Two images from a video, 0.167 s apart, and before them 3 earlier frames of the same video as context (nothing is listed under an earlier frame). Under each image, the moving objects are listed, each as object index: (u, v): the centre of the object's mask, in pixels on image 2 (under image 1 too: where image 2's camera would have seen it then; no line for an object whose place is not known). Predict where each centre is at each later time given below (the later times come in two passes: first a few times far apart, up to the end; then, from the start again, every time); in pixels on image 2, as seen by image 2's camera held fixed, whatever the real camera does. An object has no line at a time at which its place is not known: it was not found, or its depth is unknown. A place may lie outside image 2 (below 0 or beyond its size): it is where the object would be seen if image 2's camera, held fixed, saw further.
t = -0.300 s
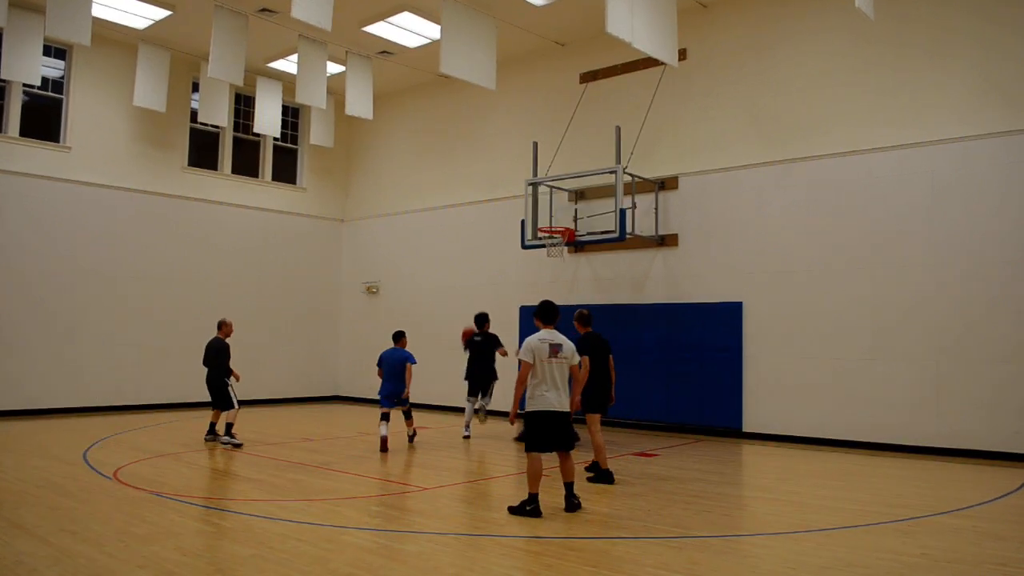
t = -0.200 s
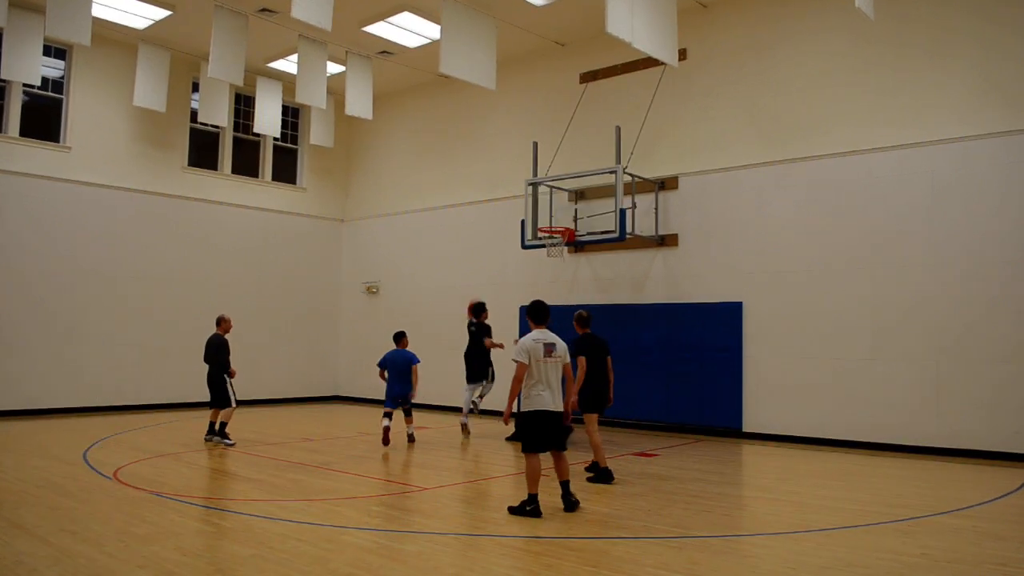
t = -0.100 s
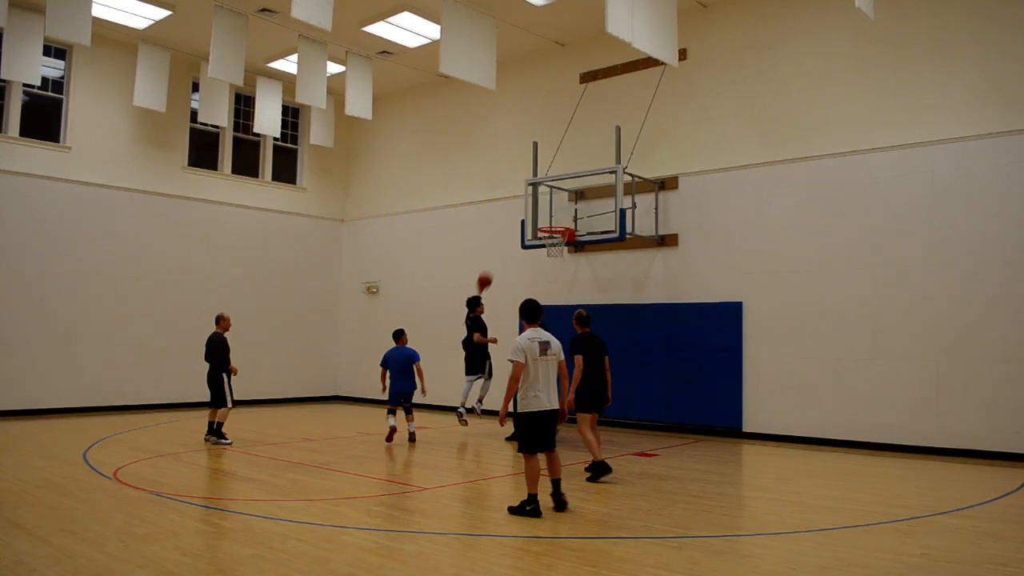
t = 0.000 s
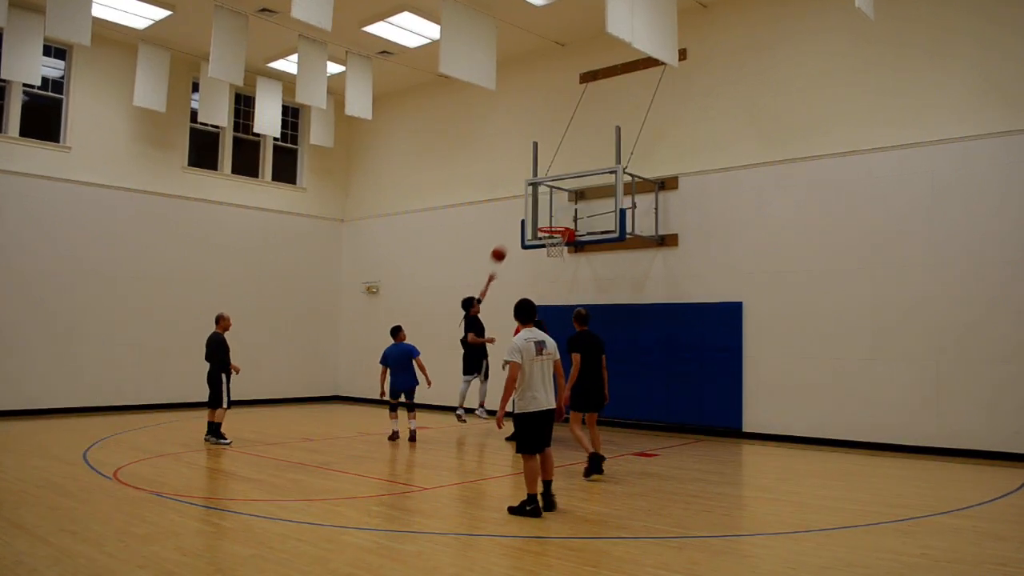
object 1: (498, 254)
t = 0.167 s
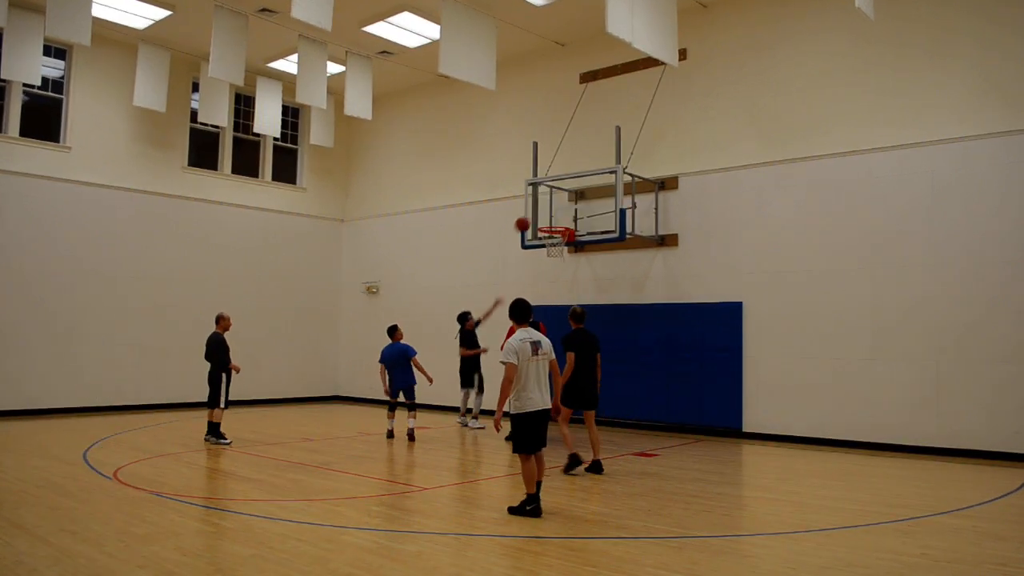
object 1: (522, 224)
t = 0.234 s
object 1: (532, 217)
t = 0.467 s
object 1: (564, 213)
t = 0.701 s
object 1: (575, 216)
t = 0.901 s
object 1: (581, 222)
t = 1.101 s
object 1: (588, 255)
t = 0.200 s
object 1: (527, 220)
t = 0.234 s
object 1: (532, 217)
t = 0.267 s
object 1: (536, 214)
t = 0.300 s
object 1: (541, 212)
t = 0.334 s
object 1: (546, 211)
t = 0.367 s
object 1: (551, 211)
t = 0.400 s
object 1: (556, 211)
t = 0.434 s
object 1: (560, 211)
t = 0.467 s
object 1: (564, 213)
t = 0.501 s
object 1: (566, 213)
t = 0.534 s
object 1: (568, 215)
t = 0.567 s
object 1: (569, 217)
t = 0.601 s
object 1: (571, 219)
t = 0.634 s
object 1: (572, 219)
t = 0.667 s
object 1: (574, 217)
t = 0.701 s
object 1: (575, 216)
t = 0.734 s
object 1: (576, 215)
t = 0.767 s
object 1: (577, 215)
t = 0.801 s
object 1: (578, 216)
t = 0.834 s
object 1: (579, 217)
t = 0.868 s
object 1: (580, 219)
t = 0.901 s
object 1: (581, 222)
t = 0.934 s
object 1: (583, 225)
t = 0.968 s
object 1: (584, 230)
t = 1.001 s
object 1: (585, 235)
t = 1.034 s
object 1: (585, 242)
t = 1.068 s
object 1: (587, 248)
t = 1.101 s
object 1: (588, 255)
